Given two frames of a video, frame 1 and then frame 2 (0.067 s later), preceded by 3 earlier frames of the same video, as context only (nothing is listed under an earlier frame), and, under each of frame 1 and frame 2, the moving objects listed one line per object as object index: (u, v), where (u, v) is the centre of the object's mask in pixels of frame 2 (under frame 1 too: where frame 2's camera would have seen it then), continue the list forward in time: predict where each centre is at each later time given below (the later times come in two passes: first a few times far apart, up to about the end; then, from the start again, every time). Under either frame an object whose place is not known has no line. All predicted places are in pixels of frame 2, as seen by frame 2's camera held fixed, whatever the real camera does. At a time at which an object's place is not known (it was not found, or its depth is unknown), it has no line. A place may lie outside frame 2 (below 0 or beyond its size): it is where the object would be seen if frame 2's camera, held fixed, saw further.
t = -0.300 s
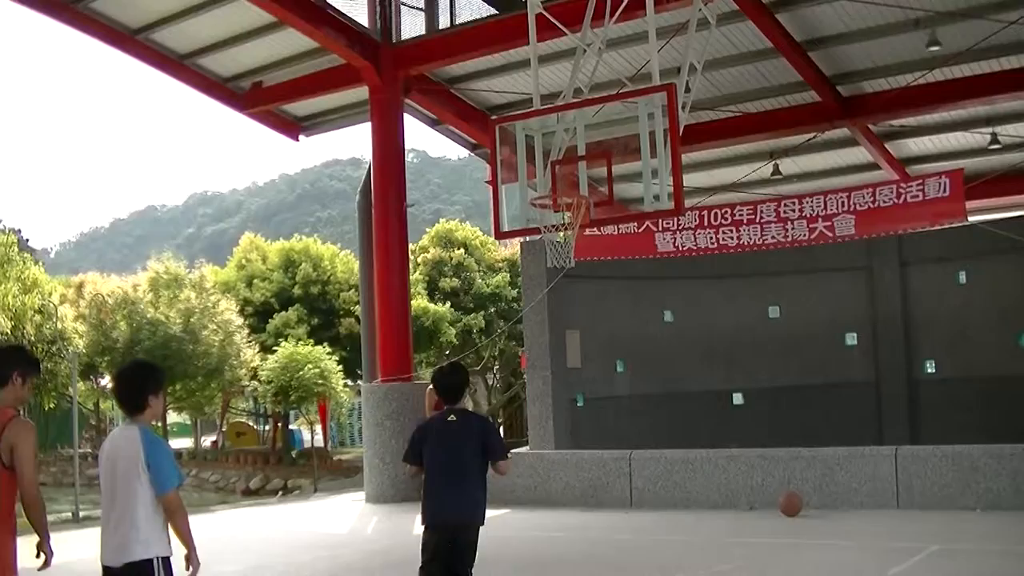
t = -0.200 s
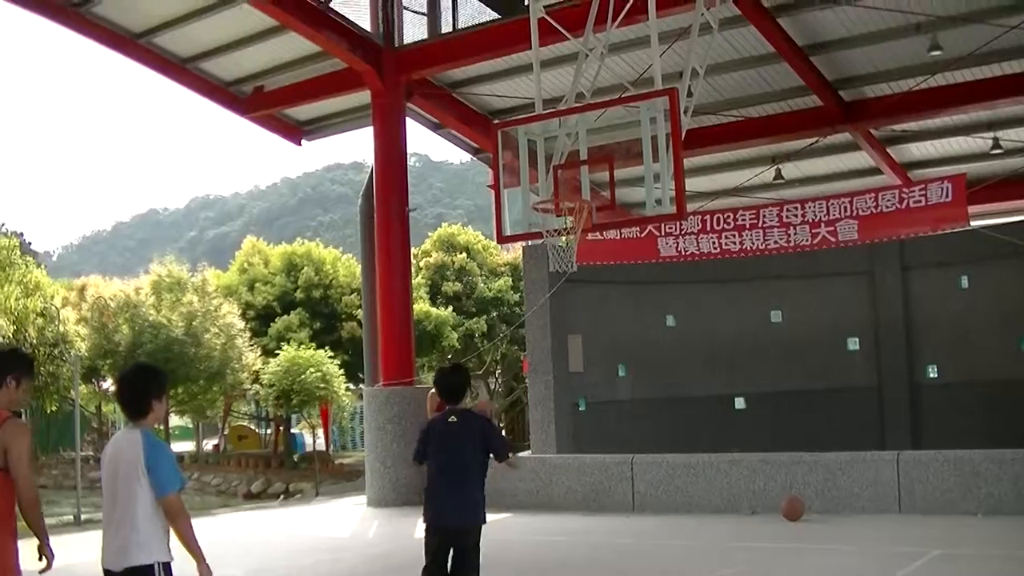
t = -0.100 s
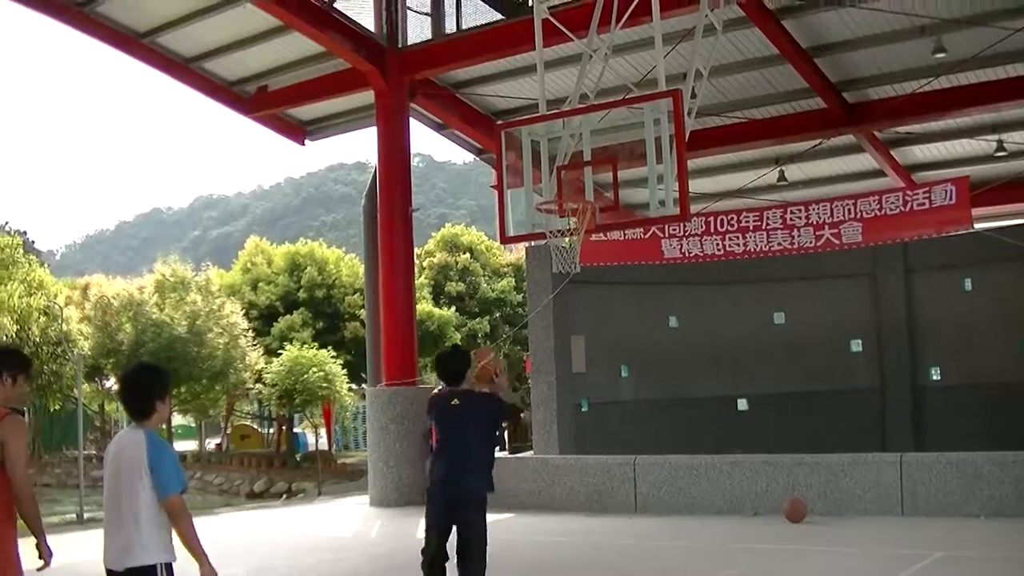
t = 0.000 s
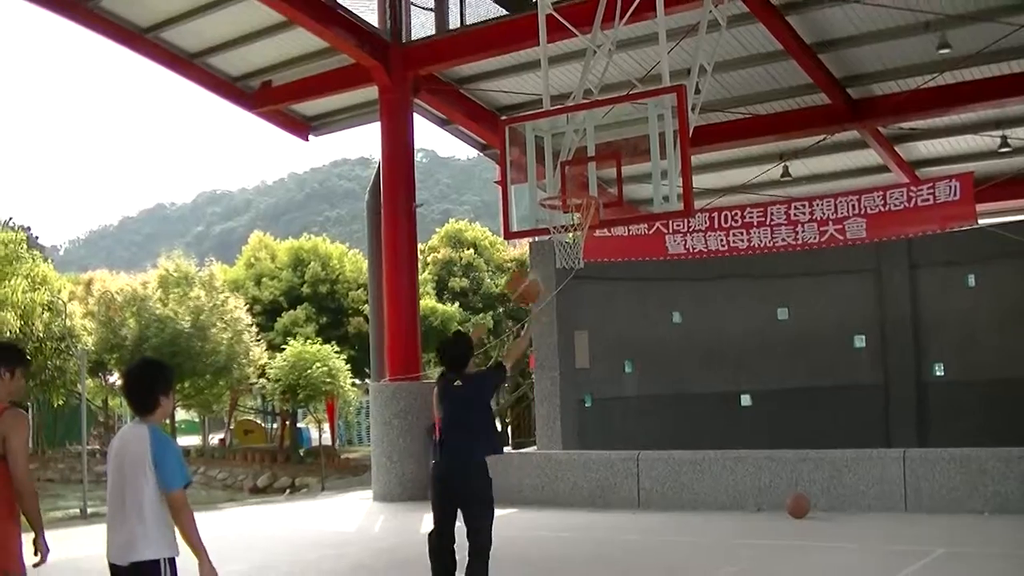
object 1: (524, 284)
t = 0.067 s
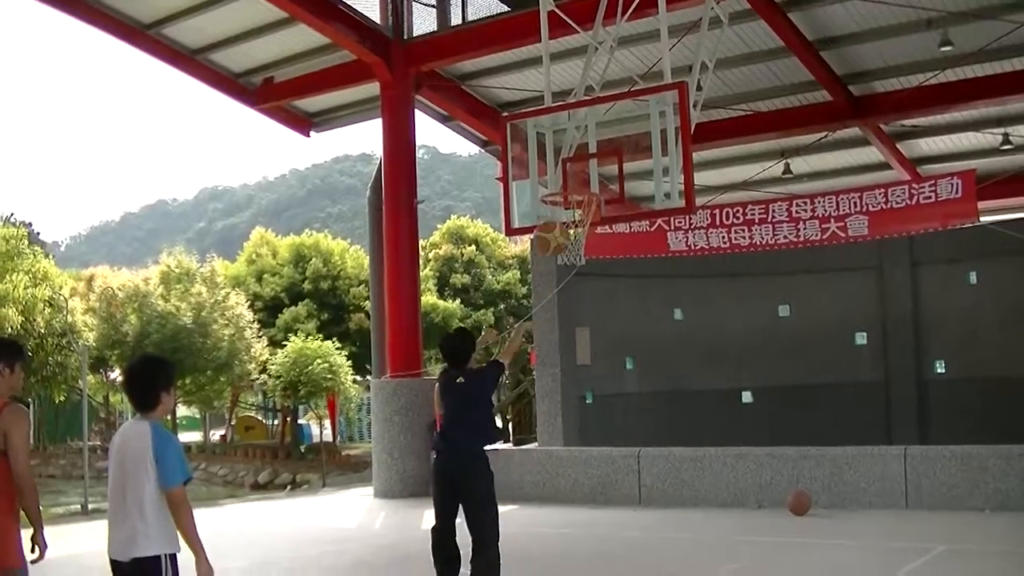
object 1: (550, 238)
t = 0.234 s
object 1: (609, 171)
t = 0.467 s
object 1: (594, 151)
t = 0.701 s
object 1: (490, 207)
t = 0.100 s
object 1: (564, 221)
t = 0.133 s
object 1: (571, 204)
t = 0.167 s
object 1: (592, 189)
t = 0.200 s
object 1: (602, 178)
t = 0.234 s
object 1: (609, 171)
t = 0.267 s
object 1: (618, 164)
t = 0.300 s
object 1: (628, 160)
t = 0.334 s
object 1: (638, 154)
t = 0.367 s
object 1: (635, 151)
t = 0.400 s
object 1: (622, 149)
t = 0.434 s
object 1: (607, 152)
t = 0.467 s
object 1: (594, 151)
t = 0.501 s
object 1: (581, 152)
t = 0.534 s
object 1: (568, 158)
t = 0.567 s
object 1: (551, 165)
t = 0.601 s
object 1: (538, 173)
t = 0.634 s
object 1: (521, 182)
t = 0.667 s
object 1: (506, 194)
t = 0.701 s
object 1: (490, 207)
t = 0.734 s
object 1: (473, 222)
